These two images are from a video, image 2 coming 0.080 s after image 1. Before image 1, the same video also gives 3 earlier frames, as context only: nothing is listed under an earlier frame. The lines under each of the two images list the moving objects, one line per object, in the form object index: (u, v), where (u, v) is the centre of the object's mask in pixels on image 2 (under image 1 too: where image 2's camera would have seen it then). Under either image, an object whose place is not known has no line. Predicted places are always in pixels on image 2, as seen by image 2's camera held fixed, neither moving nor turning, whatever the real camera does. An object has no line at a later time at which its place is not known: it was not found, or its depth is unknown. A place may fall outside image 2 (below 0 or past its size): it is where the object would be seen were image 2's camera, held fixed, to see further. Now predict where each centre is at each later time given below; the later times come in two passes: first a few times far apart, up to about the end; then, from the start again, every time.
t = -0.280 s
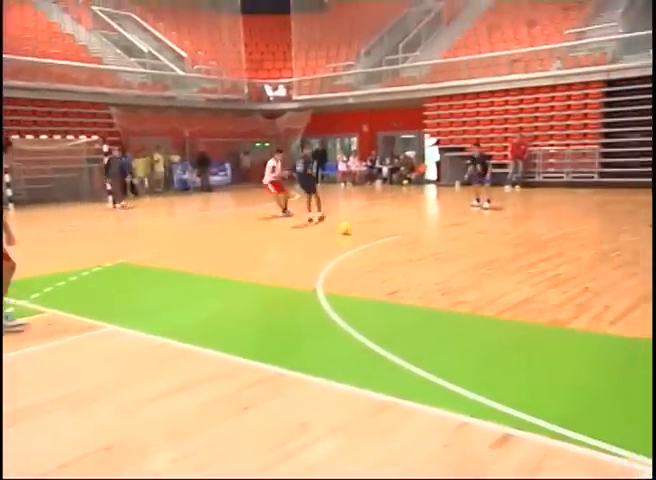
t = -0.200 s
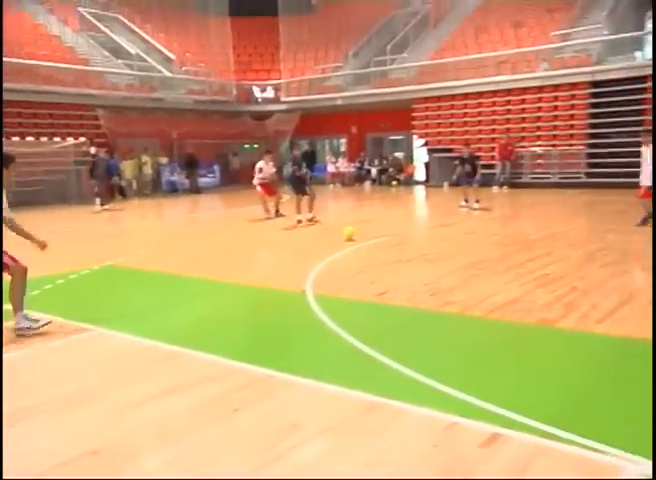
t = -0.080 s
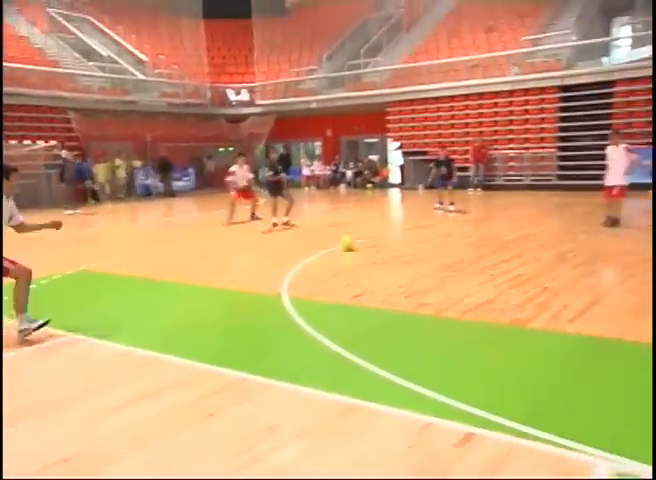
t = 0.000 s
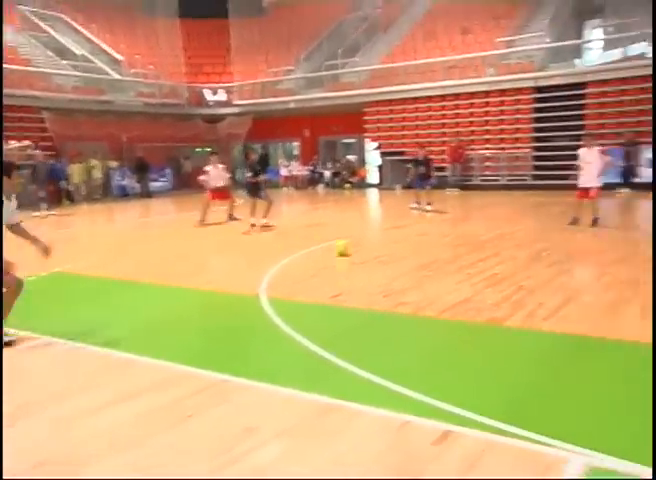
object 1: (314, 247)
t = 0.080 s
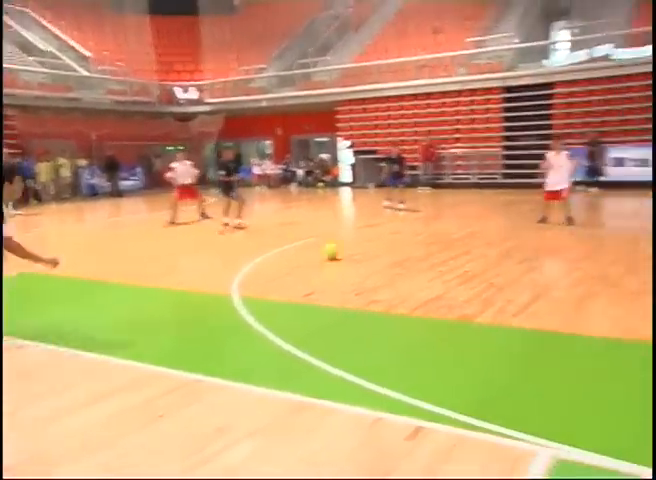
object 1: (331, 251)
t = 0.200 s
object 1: (358, 258)
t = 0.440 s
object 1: (416, 277)
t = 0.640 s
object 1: (478, 297)
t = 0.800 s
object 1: (540, 316)
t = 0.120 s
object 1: (340, 254)
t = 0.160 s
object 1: (349, 256)
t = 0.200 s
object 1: (358, 258)
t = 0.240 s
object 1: (367, 262)
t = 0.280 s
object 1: (376, 265)
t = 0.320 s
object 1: (386, 268)
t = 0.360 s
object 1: (396, 271)
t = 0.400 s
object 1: (406, 274)
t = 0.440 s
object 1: (416, 277)
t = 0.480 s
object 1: (428, 280)
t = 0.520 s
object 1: (440, 284)
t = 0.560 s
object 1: (452, 288)
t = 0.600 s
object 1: (465, 292)
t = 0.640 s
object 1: (478, 297)
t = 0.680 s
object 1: (493, 300)
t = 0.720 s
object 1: (507, 305)
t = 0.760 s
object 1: (523, 310)
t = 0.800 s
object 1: (540, 316)
